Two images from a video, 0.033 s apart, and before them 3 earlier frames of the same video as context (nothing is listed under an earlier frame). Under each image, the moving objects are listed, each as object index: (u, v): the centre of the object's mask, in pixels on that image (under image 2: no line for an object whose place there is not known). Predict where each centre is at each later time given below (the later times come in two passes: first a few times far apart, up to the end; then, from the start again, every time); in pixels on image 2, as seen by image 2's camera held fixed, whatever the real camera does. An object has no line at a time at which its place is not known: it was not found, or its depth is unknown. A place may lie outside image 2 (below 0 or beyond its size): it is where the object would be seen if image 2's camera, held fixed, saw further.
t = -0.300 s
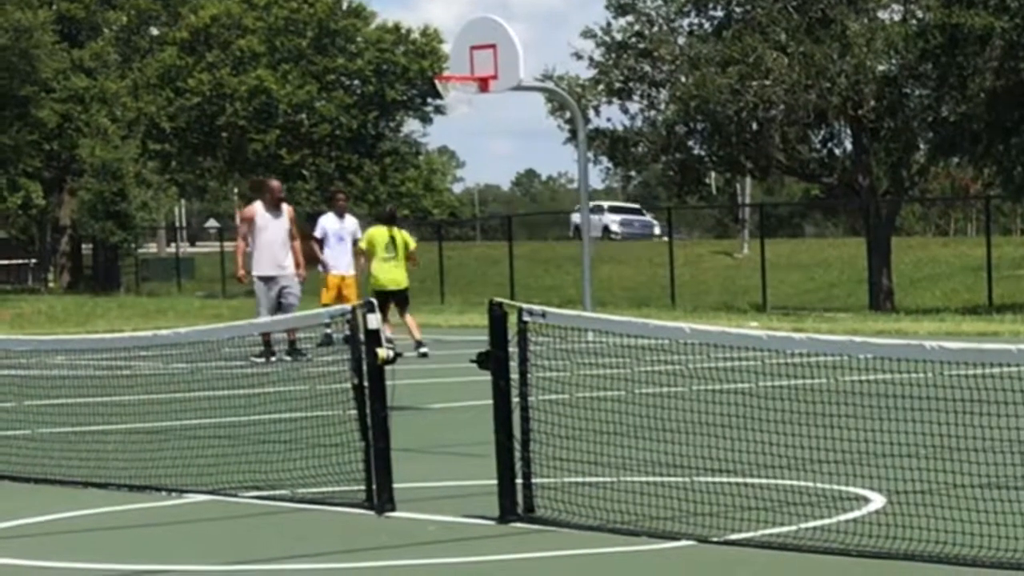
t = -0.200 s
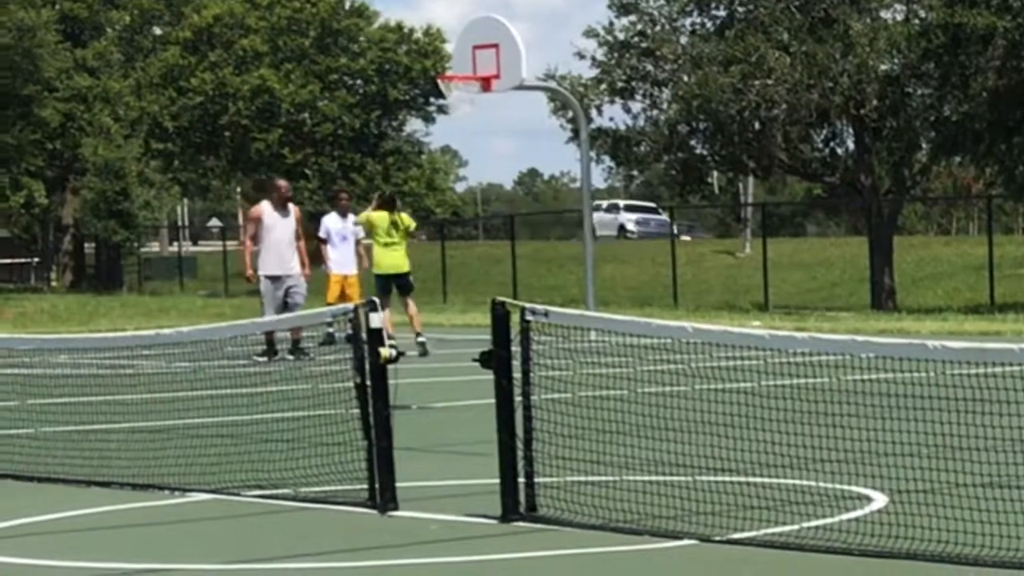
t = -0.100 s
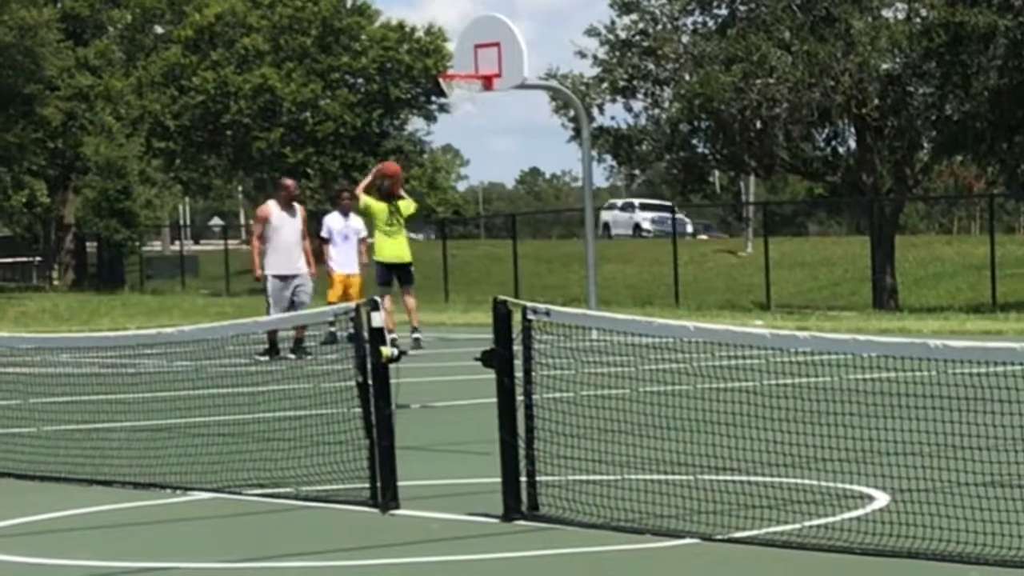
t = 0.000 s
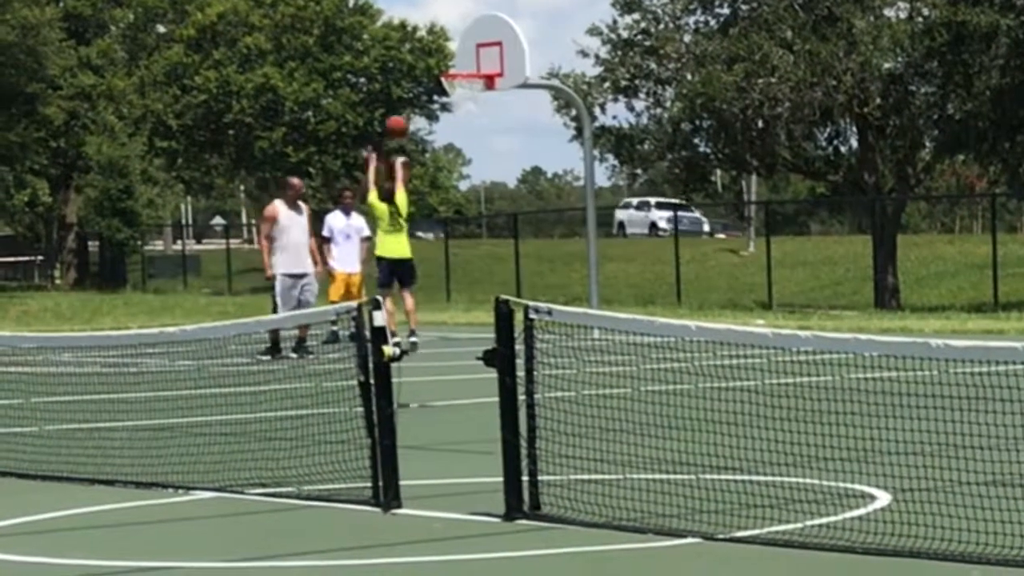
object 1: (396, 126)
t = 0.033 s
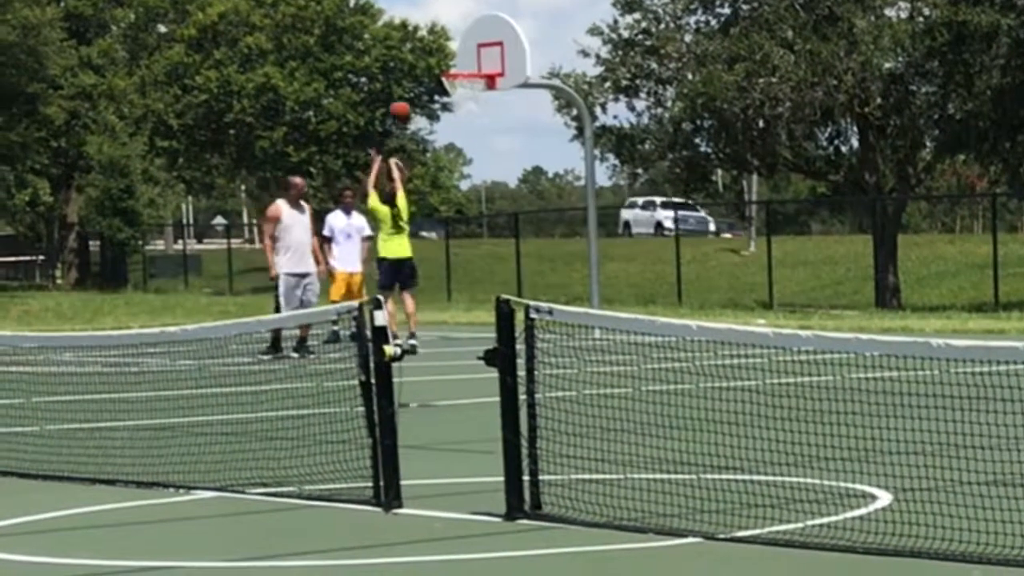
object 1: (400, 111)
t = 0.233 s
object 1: (416, 48)
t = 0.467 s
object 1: (435, 24)
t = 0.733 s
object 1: (460, 55)
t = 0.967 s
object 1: (477, 67)
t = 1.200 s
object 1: (497, 107)
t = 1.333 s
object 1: (510, 153)
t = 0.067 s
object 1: (402, 95)
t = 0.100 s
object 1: (406, 87)
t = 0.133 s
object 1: (408, 73)
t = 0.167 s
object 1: (410, 64)
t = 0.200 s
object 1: (412, 55)
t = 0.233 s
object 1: (416, 48)
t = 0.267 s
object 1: (419, 42)
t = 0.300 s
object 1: (421, 35)
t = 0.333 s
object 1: (423, 31)
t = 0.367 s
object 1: (426, 28)
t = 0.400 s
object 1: (430, 25)
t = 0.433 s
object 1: (432, 24)
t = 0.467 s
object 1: (435, 24)
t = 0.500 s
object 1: (437, 24)
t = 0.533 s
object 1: (440, 26)
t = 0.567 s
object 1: (442, 28)
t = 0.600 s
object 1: (447, 31)
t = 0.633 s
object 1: (450, 36)
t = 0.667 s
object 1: (454, 41)
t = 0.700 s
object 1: (457, 47)
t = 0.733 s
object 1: (460, 55)
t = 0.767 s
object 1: (462, 63)
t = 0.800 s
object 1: (465, 68)
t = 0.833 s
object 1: (468, 66)
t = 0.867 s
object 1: (469, 65)
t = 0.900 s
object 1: (472, 65)
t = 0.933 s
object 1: (474, 65)
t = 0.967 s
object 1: (477, 67)
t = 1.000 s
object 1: (479, 69)
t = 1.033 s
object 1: (482, 73)
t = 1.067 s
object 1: (485, 79)
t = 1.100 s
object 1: (488, 84)
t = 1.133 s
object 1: (491, 91)
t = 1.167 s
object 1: (493, 98)
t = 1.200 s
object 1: (497, 107)
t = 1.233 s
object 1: (500, 117)
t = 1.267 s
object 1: (503, 128)
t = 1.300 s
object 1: (506, 140)
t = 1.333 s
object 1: (510, 153)
